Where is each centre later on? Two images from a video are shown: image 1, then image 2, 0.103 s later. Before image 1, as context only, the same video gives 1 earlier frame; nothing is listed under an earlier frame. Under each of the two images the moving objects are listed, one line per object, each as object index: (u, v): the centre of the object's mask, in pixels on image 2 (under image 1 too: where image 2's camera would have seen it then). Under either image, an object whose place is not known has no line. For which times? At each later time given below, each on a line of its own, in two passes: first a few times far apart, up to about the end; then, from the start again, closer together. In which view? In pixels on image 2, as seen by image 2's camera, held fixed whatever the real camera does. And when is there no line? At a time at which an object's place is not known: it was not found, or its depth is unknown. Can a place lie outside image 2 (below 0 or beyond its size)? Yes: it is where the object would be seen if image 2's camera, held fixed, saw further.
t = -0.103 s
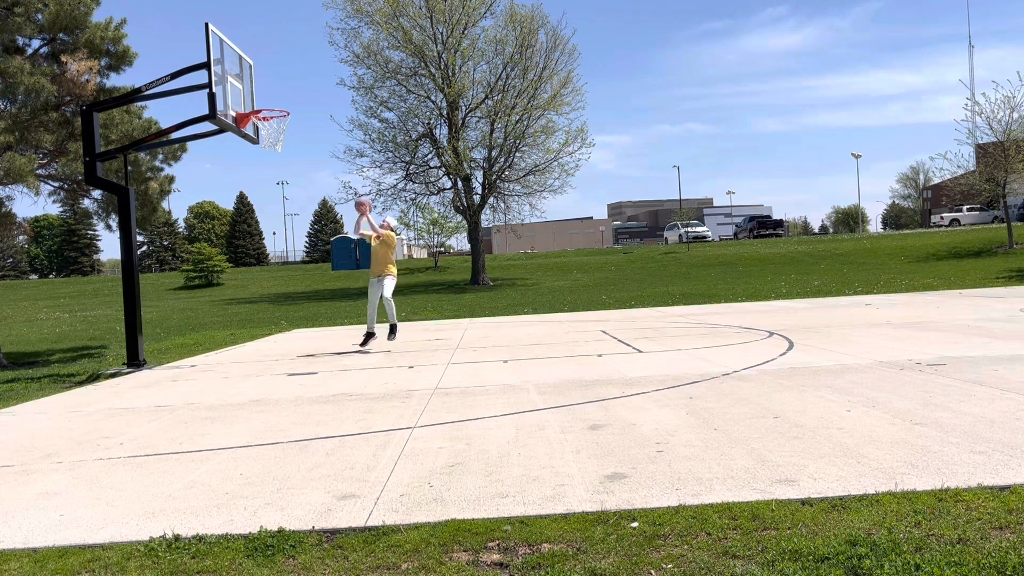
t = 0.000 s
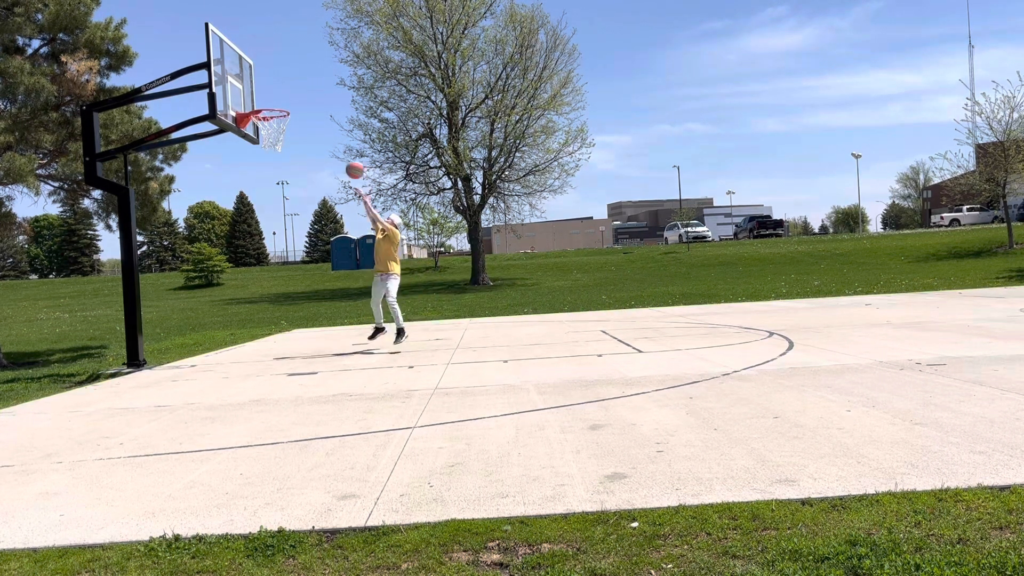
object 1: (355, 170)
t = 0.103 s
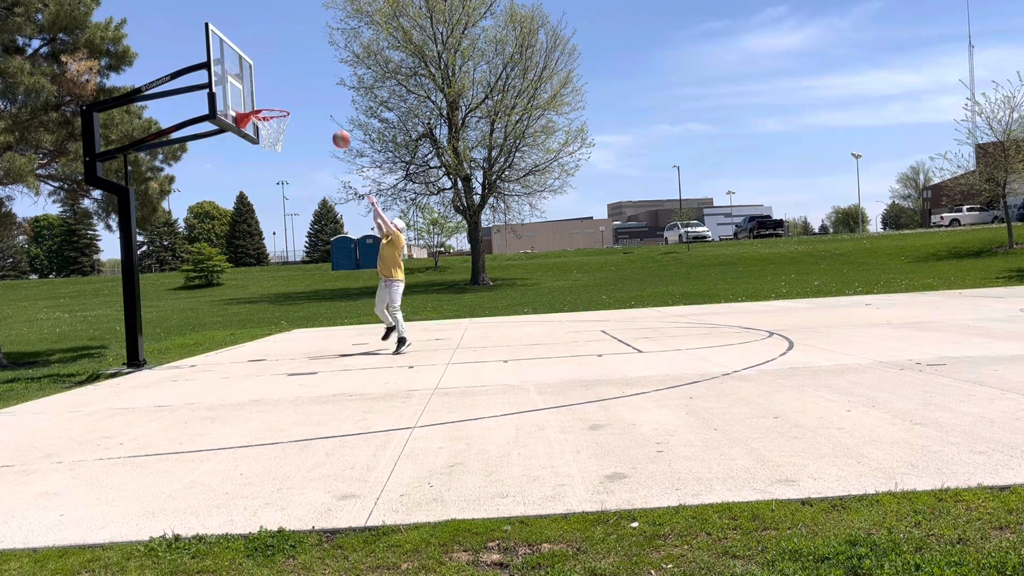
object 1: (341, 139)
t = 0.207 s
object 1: (329, 116)
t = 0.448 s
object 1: (301, 91)
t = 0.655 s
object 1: (282, 99)
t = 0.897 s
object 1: (276, 102)
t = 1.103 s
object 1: (275, 130)
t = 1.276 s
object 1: (275, 180)
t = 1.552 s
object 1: (279, 310)
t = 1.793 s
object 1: (270, 283)
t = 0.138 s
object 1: (337, 130)
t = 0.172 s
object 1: (333, 123)
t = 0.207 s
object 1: (329, 116)
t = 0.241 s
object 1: (325, 110)
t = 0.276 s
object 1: (321, 104)
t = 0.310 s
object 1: (317, 100)
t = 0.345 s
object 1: (313, 97)
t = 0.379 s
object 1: (309, 94)
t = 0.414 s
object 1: (305, 92)
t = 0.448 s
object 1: (301, 91)
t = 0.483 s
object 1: (297, 92)
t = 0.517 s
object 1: (294, 93)
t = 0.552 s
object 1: (290, 95)
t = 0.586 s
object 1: (286, 97)
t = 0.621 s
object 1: (283, 101)
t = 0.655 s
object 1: (282, 99)
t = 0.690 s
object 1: (281, 98)
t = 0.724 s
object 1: (280, 97)
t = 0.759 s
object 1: (279, 98)
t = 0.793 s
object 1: (279, 99)
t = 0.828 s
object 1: (278, 101)
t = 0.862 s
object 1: (277, 100)
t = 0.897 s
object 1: (276, 102)
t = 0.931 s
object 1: (276, 104)
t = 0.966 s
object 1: (276, 108)
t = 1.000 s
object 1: (275, 112)
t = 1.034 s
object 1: (275, 117)
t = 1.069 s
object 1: (275, 123)
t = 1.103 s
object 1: (275, 130)
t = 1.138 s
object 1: (274, 138)
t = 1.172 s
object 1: (275, 147)
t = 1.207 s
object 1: (275, 157)
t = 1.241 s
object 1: (275, 168)
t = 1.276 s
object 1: (275, 180)
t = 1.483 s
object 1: (278, 272)
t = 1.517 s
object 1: (279, 291)
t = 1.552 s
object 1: (279, 310)
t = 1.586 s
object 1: (280, 330)
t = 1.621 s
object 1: (280, 352)
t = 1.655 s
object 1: (278, 347)
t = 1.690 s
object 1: (276, 330)
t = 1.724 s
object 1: (274, 313)
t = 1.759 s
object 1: (272, 298)
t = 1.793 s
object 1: (270, 283)
